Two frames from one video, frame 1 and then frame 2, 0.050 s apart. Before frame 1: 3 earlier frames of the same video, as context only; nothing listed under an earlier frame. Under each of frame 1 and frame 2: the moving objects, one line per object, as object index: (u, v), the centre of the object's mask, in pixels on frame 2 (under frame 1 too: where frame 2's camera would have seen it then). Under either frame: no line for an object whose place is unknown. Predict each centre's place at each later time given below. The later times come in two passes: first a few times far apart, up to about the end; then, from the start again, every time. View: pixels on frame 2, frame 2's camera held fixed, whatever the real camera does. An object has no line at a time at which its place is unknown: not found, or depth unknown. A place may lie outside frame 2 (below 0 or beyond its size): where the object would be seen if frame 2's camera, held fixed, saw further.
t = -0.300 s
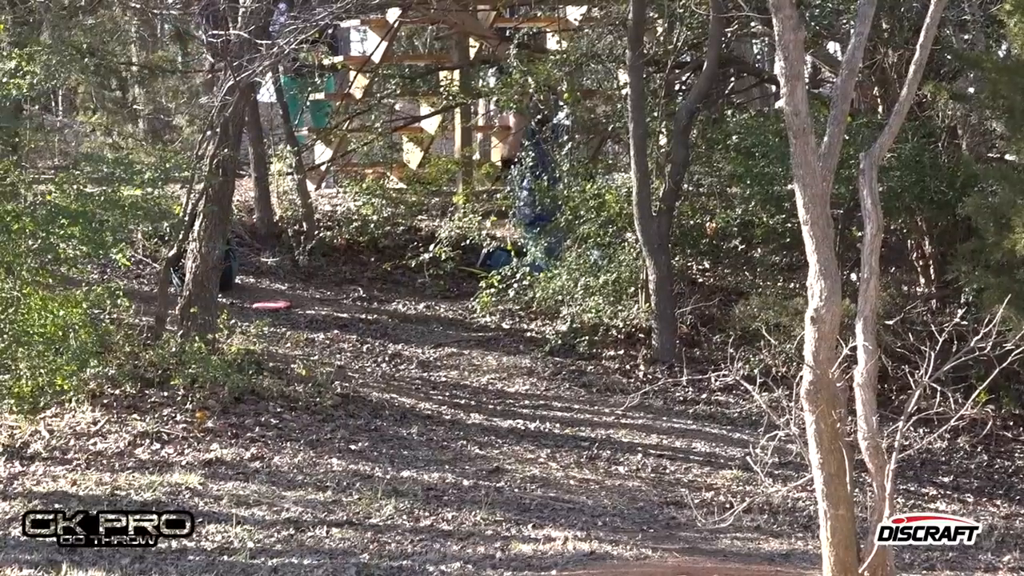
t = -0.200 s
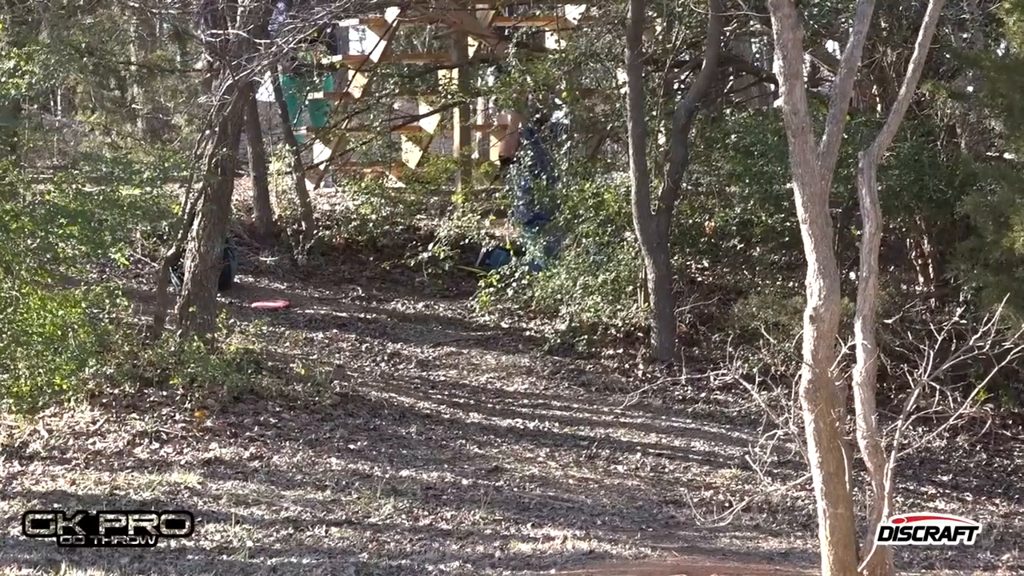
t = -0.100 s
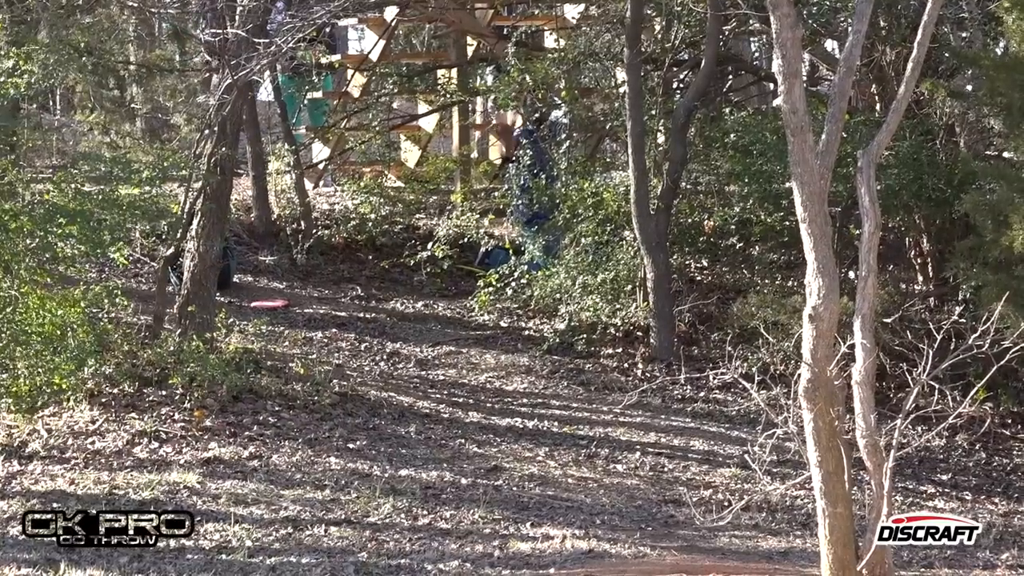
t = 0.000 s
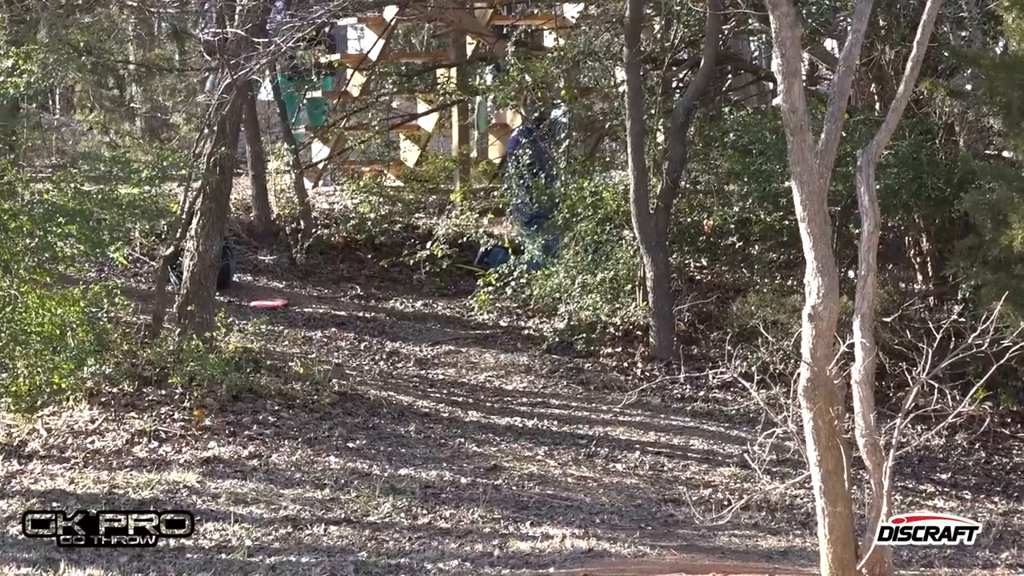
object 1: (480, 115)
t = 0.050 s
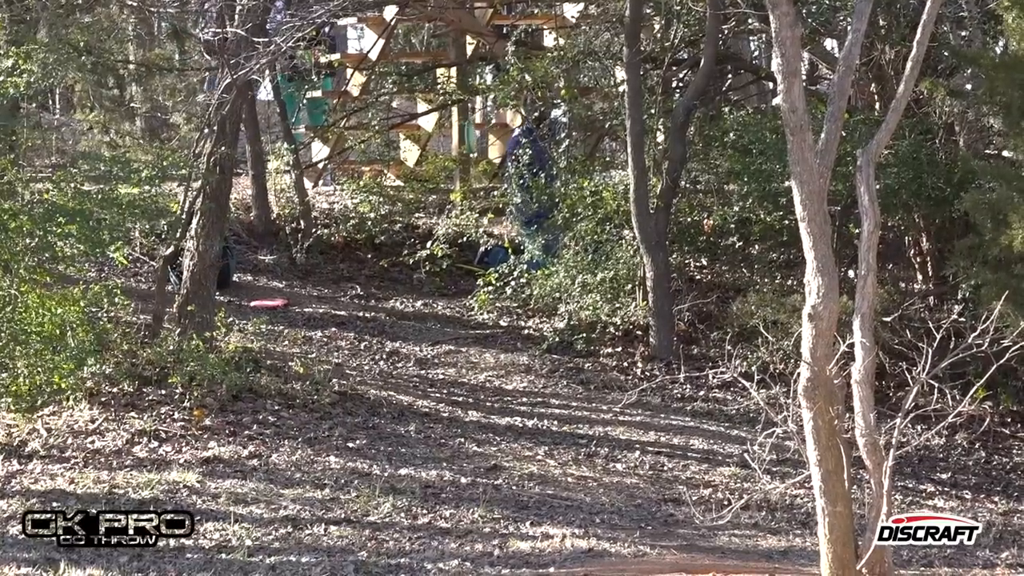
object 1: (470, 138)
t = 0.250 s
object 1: (437, 266)
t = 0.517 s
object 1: (411, 313)
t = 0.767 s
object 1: (396, 304)
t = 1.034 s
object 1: (367, 448)
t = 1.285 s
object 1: (347, 527)
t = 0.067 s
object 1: (468, 142)
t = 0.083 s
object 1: (465, 150)
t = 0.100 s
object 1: (464, 161)
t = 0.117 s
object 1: (459, 168)
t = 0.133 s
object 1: (455, 180)
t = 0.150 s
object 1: (454, 188)
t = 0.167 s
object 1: (452, 199)
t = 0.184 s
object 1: (448, 212)
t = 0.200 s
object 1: (444, 225)
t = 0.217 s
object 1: (442, 237)
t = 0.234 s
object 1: (441, 251)
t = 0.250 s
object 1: (437, 266)
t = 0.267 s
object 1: (436, 276)
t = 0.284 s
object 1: (431, 293)
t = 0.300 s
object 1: (429, 310)
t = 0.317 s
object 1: (426, 327)
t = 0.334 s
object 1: (423, 344)
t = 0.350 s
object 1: (419, 365)
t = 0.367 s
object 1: (418, 372)
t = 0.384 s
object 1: (417, 367)
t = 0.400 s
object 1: (416, 359)
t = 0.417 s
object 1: (416, 350)
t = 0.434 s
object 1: (414, 343)
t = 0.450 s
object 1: (414, 337)
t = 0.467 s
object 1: (414, 330)
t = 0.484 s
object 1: (413, 325)
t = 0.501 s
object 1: (413, 319)
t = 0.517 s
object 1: (411, 313)
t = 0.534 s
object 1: (410, 311)
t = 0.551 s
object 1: (409, 306)
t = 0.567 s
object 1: (409, 303)
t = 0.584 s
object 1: (408, 300)
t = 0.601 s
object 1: (407, 299)
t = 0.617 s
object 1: (407, 297)
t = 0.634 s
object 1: (406, 295)
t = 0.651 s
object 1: (404, 294)
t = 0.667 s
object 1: (404, 294)
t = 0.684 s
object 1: (403, 295)
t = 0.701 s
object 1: (402, 295)
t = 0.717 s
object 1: (401, 296)
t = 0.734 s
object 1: (400, 298)
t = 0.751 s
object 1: (398, 302)
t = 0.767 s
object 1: (396, 304)
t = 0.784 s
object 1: (395, 308)
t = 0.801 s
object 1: (393, 314)
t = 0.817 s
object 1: (392, 318)
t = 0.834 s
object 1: (390, 323)
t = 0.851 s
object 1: (389, 329)
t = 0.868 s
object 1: (386, 335)
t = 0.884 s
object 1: (384, 344)
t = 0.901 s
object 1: (383, 354)
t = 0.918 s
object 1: (381, 364)
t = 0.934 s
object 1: (380, 373)
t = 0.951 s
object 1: (378, 385)
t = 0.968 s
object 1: (377, 393)
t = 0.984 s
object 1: (374, 406)
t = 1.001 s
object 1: (372, 418)
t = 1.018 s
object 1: (370, 433)
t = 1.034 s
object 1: (367, 448)
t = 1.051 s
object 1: (366, 462)
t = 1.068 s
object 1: (363, 477)
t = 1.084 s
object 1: (361, 493)
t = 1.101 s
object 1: (360, 500)
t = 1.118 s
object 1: (360, 501)
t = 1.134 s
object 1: (356, 504)
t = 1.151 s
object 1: (355, 504)
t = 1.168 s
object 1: (355, 506)
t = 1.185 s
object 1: (354, 504)
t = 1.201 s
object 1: (351, 508)
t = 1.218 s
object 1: (350, 512)
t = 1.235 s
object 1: (351, 511)
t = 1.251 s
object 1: (348, 517)
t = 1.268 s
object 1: (347, 521)
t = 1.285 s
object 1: (347, 527)
